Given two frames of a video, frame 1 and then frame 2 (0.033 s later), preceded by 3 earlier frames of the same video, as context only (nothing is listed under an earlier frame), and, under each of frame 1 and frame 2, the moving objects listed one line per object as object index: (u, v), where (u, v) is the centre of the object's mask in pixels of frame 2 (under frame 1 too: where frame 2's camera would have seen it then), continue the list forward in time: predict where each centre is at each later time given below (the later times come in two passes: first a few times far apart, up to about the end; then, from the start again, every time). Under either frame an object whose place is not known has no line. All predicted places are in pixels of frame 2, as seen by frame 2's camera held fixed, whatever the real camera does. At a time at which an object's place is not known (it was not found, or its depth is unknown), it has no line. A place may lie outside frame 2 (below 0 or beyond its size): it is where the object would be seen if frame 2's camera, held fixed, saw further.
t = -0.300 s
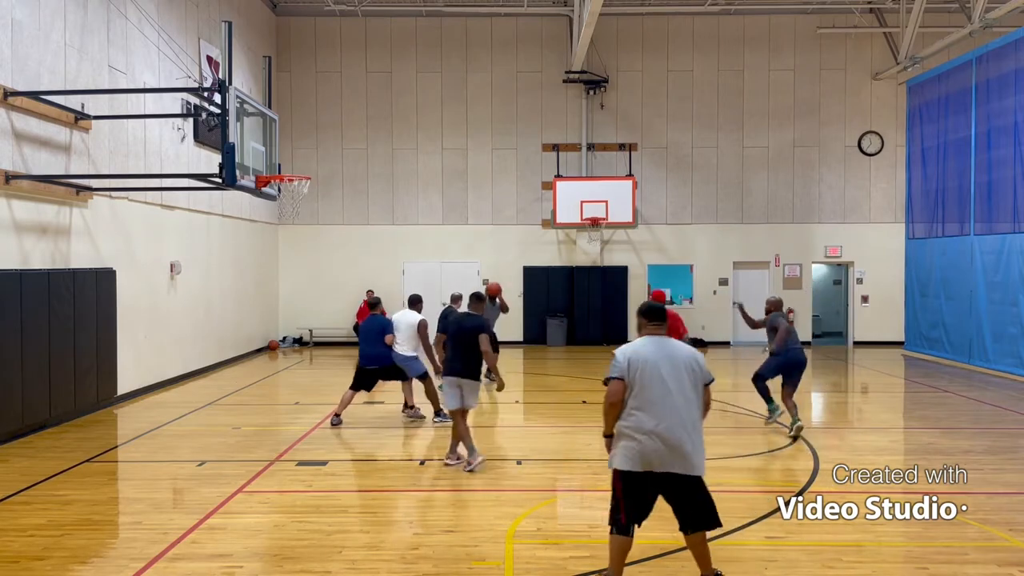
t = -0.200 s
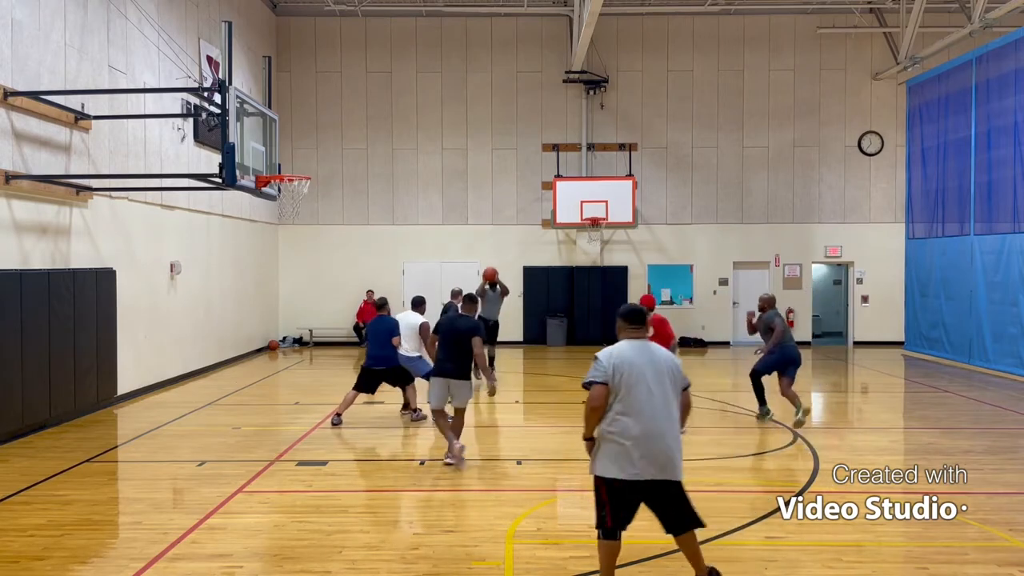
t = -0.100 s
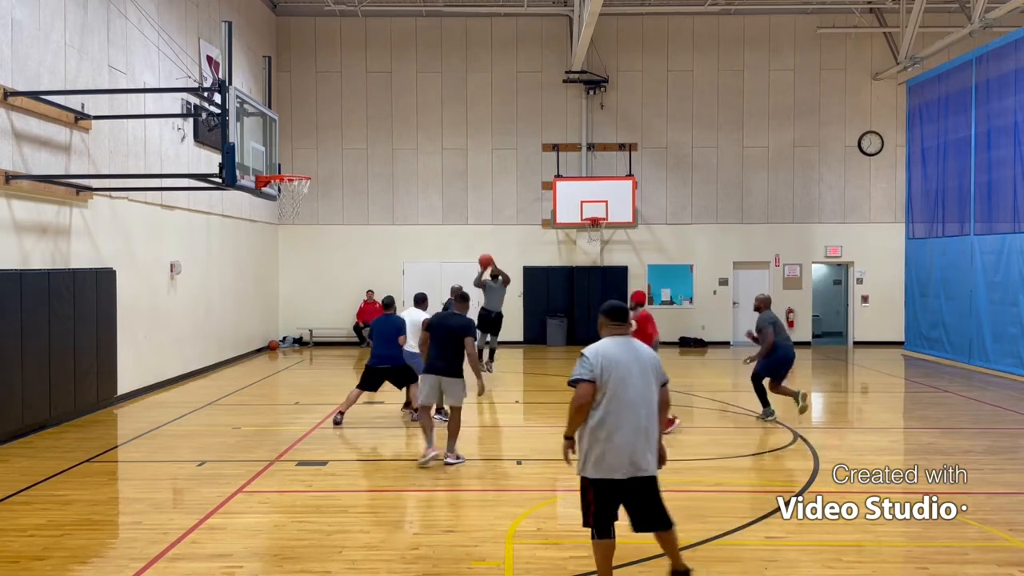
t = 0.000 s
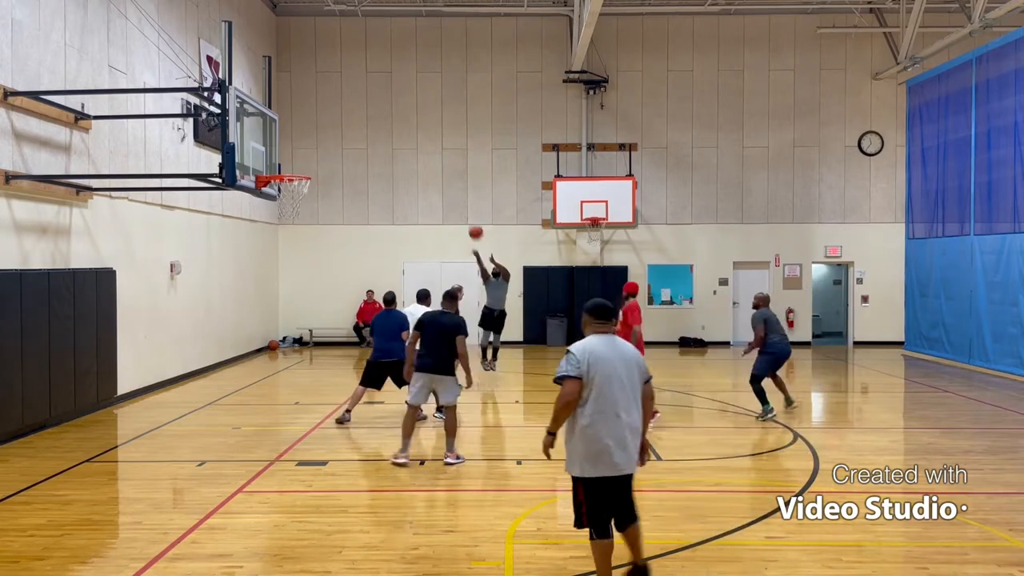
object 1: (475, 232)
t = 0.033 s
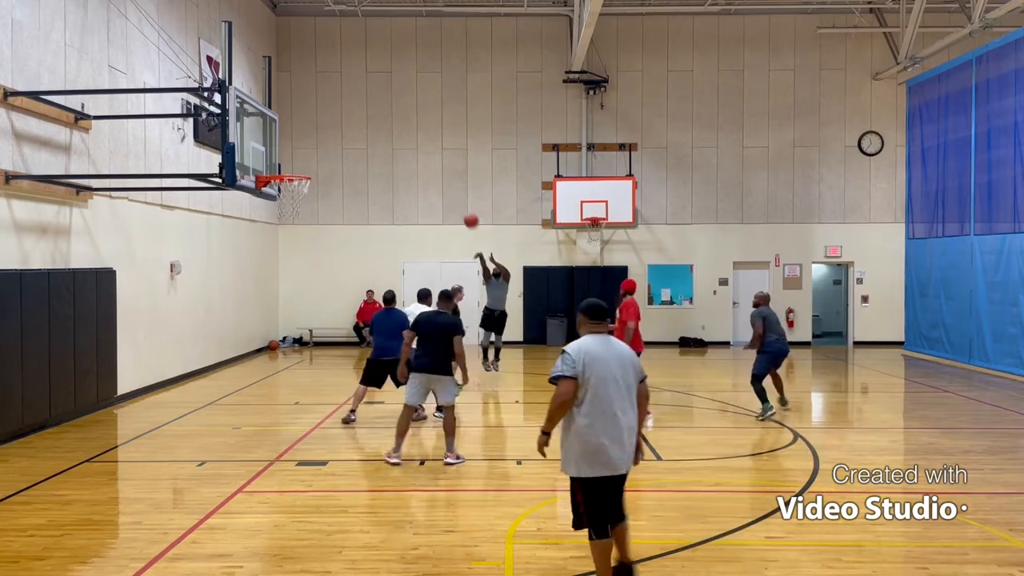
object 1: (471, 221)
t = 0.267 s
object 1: (435, 155)
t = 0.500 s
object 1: (396, 117)
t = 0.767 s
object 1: (345, 116)
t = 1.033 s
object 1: (286, 169)
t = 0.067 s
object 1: (466, 210)
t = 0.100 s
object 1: (461, 199)
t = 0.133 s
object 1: (456, 189)
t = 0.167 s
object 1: (451, 180)
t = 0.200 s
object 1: (446, 171)
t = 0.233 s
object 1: (441, 162)
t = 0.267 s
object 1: (435, 155)
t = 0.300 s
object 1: (430, 148)
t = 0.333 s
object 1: (425, 141)
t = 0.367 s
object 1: (419, 134)
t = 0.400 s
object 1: (413, 129)
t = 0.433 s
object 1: (408, 124)
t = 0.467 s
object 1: (402, 120)
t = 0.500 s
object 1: (396, 117)
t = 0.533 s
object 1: (390, 114)
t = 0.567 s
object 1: (384, 112)
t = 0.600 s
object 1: (378, 111)
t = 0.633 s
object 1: (372, 111)
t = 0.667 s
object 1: (365, 111)
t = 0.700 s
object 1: (359, 111)
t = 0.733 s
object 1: (352, 113)
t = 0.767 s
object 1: (345, 116)
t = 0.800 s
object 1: (338, 120)
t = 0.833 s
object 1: (331, 124)
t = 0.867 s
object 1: (324, 130)
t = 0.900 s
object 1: (316, 136)
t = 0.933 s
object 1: (309, 144)
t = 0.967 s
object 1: (302, 152)
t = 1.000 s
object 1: (294, 162)
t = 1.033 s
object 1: (286, 169)
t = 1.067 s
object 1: (282, 185)
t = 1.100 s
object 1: (286, 196)
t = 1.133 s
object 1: (290, 209)
